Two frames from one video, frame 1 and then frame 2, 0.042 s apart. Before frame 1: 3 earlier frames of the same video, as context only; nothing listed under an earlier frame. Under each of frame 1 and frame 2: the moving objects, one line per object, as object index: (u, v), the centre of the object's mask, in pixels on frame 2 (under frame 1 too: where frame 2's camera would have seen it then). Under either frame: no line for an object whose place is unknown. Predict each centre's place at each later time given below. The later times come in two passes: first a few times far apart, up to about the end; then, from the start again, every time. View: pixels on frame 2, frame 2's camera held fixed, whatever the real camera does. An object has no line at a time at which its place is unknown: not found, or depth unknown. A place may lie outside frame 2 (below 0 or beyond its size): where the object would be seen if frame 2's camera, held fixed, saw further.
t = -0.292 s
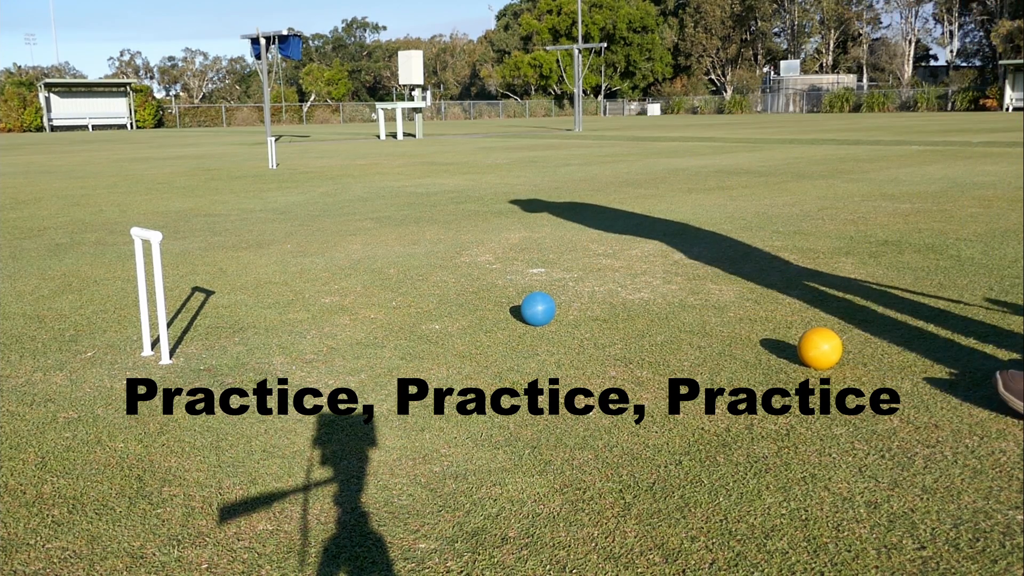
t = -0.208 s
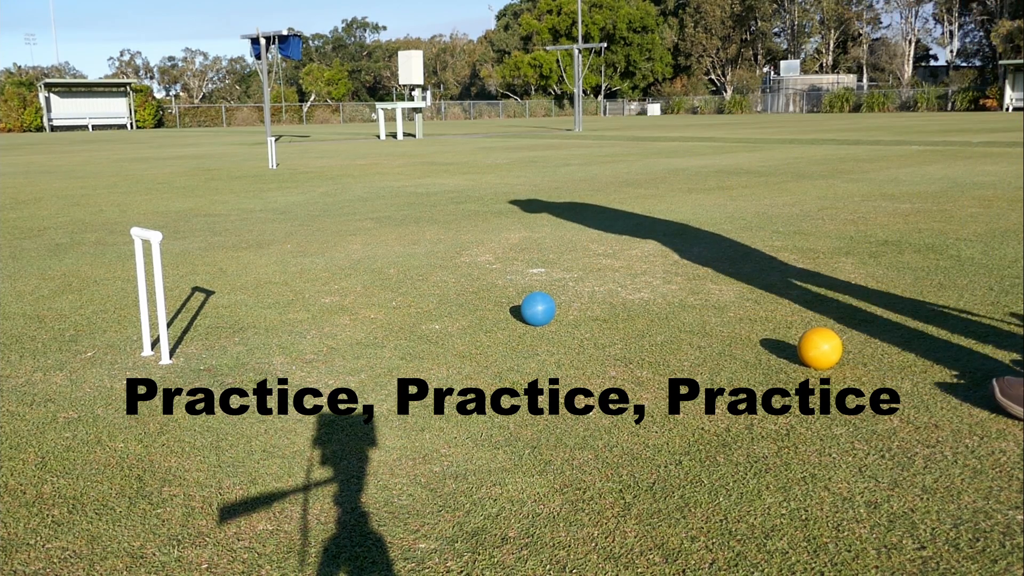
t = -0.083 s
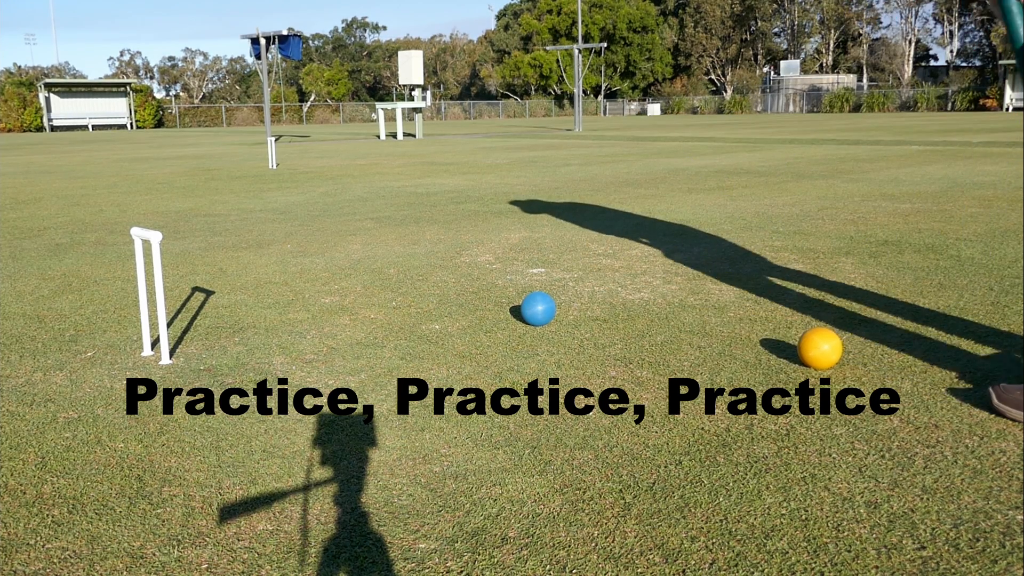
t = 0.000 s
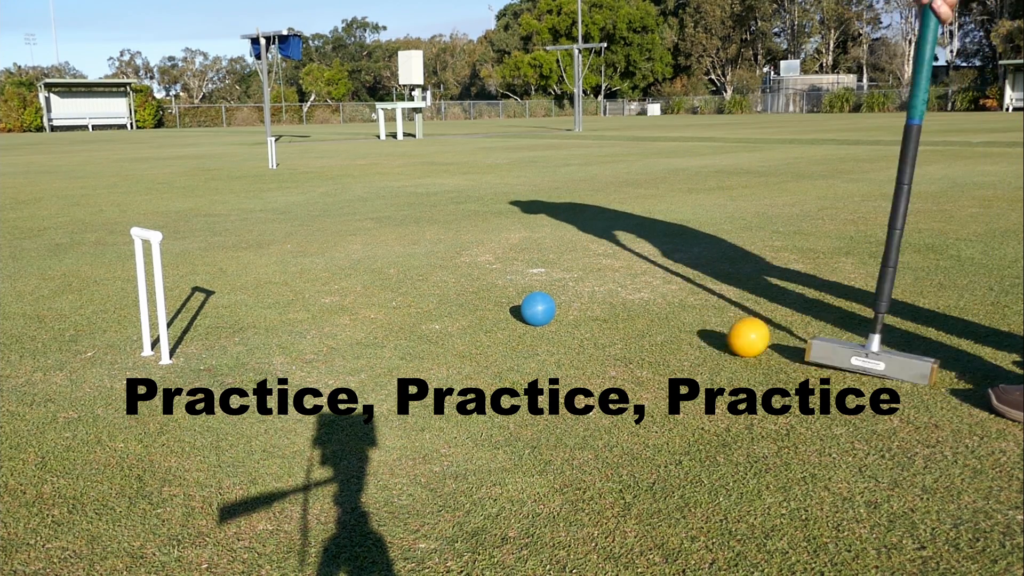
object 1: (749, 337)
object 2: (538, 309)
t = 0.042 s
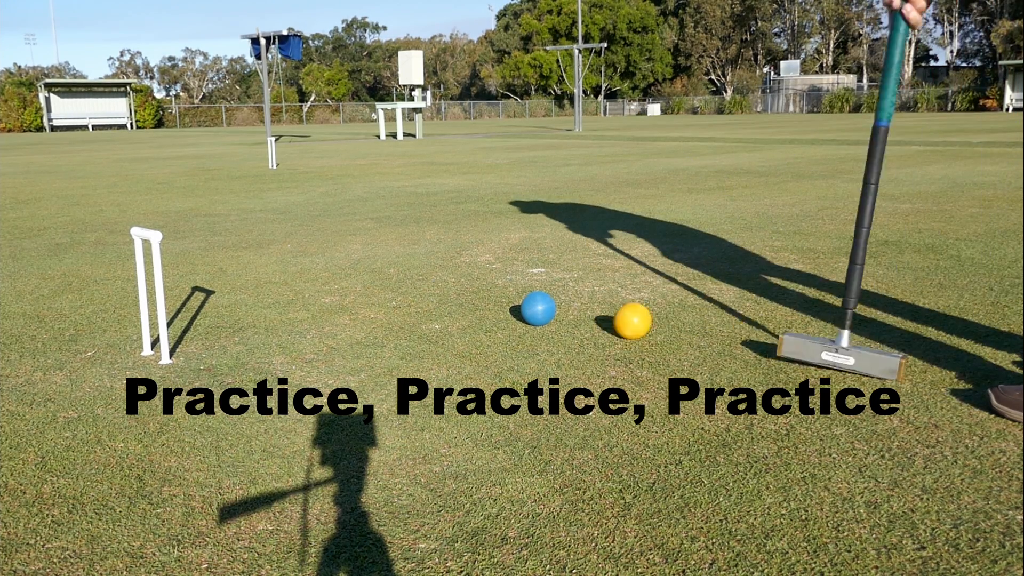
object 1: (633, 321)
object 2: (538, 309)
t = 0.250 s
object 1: (528, 301)
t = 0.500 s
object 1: (487, 291)
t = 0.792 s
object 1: (450, 282)
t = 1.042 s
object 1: (430, 276)
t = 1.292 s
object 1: (416, 271)
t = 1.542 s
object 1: (407, 267)
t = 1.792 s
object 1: (401, 264)
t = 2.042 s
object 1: (397, 262)
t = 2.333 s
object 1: (397, 261)
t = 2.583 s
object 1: (398, 261)
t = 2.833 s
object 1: (398, 261)
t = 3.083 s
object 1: (398, 261)
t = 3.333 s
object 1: (398, 261)
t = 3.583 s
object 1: (398, 261)
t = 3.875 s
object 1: (398, 261)
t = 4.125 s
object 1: (398, 261)
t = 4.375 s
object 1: (398, 261)
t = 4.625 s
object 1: (398, 261)
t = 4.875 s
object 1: (398, 261)
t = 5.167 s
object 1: (398, 261)
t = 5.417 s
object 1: (398, 261)
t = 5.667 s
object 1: (398, 261)
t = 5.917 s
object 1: (398, 261)
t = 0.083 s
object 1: (566, 309)
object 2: (509, 306)
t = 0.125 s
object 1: (556, 307)
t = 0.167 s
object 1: (543, 305)
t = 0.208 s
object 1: (535, 303)
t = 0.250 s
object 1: (528, 301)
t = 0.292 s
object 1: (520, 299)
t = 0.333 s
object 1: (513, 298)
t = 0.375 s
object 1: (506, 296)
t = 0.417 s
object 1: (499, 294)
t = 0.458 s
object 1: (493, 293)
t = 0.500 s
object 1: (487, 291)
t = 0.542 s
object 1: (482, 290)
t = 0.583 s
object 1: (476, 289)
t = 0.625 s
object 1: (471, 287)
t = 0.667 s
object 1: (463, 285)
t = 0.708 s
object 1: (459, 284)
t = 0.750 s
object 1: (454, 283)
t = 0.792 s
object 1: (450, 282)
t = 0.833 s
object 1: (446, 280)
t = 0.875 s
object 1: (442, 279)
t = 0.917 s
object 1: (439, 278)
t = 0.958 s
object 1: (436, 278)
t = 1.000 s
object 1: (432, 277)
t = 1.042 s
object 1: (430, 276)
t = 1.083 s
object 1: (427, 275)
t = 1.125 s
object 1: (425, 274)
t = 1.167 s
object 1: (422, 272)
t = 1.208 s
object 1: (420, 272)
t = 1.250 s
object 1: (418, 271)
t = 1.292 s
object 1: (416, 271)
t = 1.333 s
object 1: (414, 270)
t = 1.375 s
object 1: (413, 269)
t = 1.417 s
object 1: (411, 269)
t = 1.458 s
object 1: (410, 268)
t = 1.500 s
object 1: (408, 267)
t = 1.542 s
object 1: (407, 267)
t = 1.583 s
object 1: (406, 266)
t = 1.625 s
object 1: (405, 266)
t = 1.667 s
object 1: (404, 265)
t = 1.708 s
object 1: (403, 264)
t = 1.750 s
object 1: (402, 264)
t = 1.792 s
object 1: (401, 264)
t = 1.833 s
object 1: (400, 263)
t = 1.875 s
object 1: (399, 263)
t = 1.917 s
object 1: (399, 263)
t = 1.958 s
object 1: (398, 263)
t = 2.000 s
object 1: (397, 262)
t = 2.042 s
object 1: (397, 262)
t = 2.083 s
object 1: (396, 262)
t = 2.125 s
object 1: (396, 261)
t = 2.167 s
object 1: (396, 261)
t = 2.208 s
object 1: (396, 261)
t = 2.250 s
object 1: (396, 261)
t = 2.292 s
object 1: (397, 261)
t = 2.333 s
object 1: (397, 261)
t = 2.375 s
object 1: (397, 261)
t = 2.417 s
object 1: (398, 261)
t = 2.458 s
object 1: (398, 261)
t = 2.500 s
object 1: (398, 261)
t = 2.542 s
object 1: (398, 261)
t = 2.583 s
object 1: (398, 261)
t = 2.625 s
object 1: (398, 261)
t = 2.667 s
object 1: (398, 261)
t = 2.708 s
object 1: (398, 261)
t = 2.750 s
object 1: (398, 261)
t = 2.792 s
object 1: (398, 261)
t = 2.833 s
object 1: (398, 261)
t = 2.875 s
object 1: (398, 261)
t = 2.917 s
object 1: (398, 261)
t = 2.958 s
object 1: (398, 261)
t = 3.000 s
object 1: (398, 261)
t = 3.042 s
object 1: (398, 261)
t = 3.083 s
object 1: (398, 261)
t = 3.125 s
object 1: (398, 261)
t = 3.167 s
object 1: (398, 261)
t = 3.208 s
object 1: (398, 261)
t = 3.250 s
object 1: (398, 261)
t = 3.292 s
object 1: (398, 261)
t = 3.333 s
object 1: (398, 261)
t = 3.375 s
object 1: (398, 261)
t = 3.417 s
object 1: (398, 261)
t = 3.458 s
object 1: (398, 261)
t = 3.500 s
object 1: (398, 261)
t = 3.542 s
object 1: (398, 261)
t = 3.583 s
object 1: (398, 261)
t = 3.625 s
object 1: (398, 261)
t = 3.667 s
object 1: (398, 261)
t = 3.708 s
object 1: (398, 261)
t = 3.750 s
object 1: (398, 261)
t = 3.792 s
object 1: (398, 261)
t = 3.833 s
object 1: (398, 261)
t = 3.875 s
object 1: (398, 261)
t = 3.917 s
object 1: (398, 261)
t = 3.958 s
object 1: (398, 261)
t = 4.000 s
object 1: (398, 261)
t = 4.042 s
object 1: (398, 261)
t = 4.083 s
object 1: (398, 261)
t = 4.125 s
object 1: (398, 261)
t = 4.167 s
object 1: (398, 261)
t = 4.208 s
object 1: (398, 261)
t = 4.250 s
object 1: (398, 261)
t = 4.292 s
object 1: (398, 261)
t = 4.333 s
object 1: (398, 261)
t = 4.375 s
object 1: (398, 261)
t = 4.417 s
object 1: (398, 261)
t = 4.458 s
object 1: (398, 261)
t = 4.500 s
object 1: (398, 261)
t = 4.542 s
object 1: (398, 261)
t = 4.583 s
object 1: (398, 261)
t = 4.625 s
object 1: (398, 261)
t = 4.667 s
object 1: (398, 261)
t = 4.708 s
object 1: (398, 261)
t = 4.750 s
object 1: (398, 261)
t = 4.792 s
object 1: (398, 261)
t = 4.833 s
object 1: (398, 261)
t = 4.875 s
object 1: (398, 261)
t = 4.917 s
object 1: (398, 261)
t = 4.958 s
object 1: (398, 261)
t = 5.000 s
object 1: (398, 261)
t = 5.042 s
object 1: (398, 261)
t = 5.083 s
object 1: (398, 261)
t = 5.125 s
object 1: (398, 261)
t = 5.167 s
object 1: (398, 261)
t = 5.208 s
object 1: (398, 261)
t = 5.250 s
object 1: (398, 261)
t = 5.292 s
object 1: (398, 261)
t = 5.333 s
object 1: (398, 261)
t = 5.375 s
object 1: (398, 261)
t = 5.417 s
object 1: (398, 261)
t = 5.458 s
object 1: (398, 261)
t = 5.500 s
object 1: (398, 261)
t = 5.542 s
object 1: (398, 261)
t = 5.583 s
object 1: (398, 261)
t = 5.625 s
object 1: (398, 261)
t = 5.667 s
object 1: (398, 261)
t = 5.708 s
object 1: (398, 261)
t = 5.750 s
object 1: (398, 261)
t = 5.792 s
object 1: (398, 261)
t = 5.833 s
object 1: (398, 261)
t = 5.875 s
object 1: (398, 261)
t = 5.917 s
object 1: (398, 261)
